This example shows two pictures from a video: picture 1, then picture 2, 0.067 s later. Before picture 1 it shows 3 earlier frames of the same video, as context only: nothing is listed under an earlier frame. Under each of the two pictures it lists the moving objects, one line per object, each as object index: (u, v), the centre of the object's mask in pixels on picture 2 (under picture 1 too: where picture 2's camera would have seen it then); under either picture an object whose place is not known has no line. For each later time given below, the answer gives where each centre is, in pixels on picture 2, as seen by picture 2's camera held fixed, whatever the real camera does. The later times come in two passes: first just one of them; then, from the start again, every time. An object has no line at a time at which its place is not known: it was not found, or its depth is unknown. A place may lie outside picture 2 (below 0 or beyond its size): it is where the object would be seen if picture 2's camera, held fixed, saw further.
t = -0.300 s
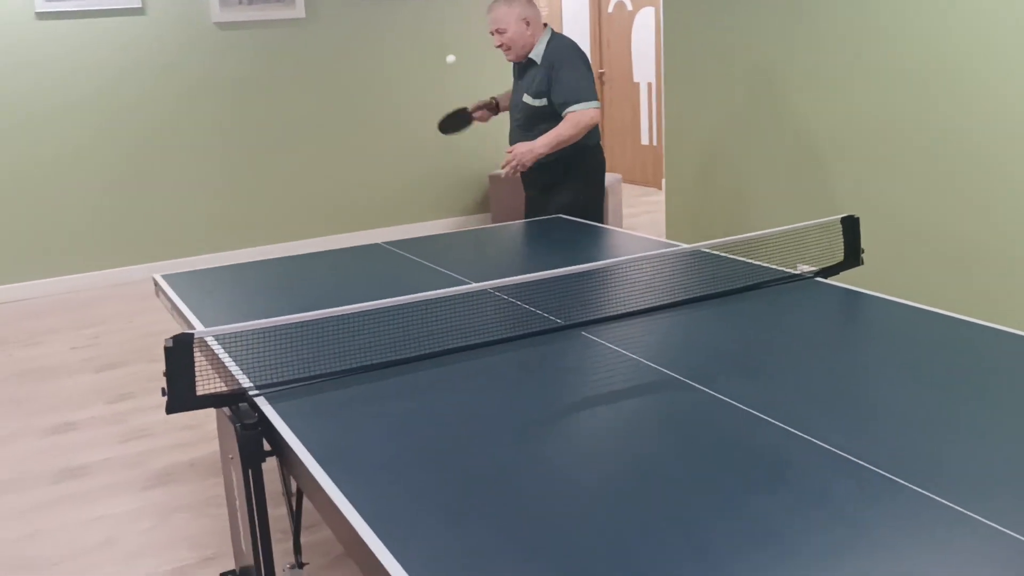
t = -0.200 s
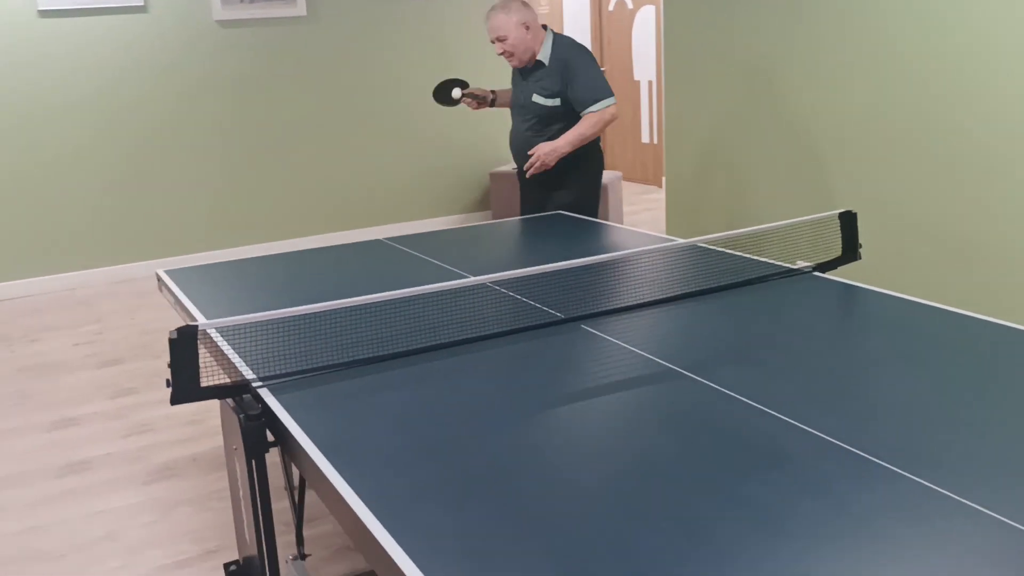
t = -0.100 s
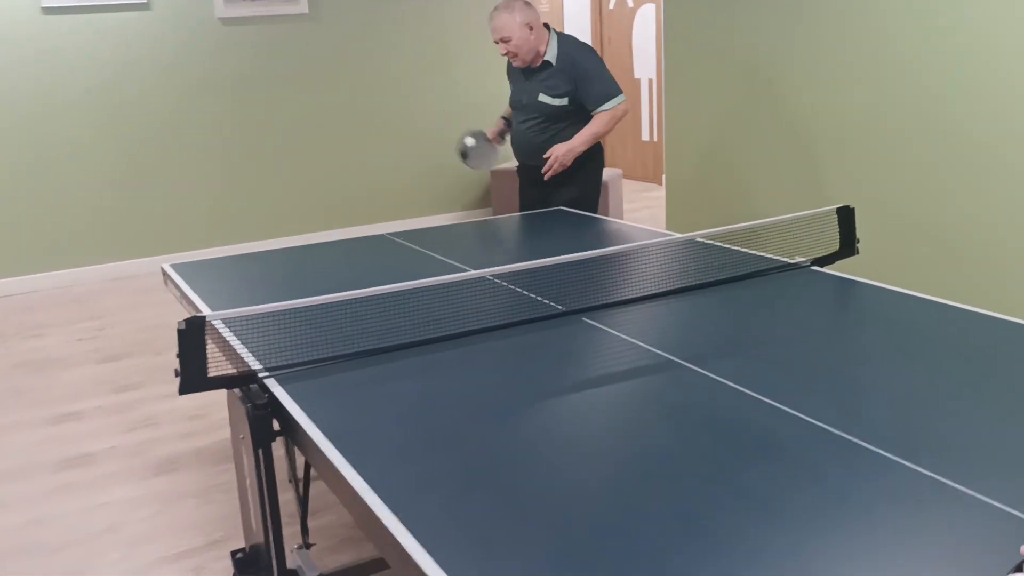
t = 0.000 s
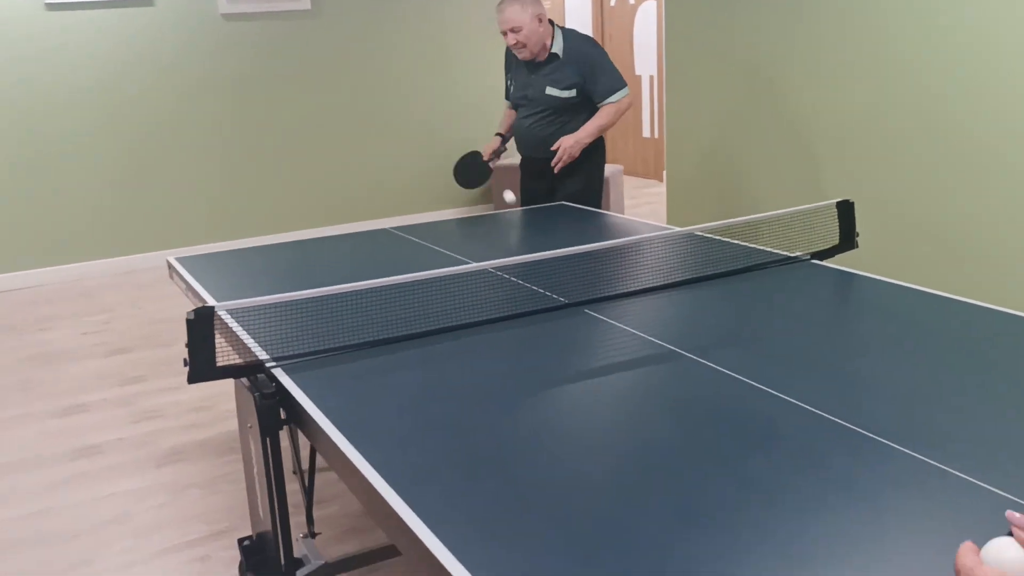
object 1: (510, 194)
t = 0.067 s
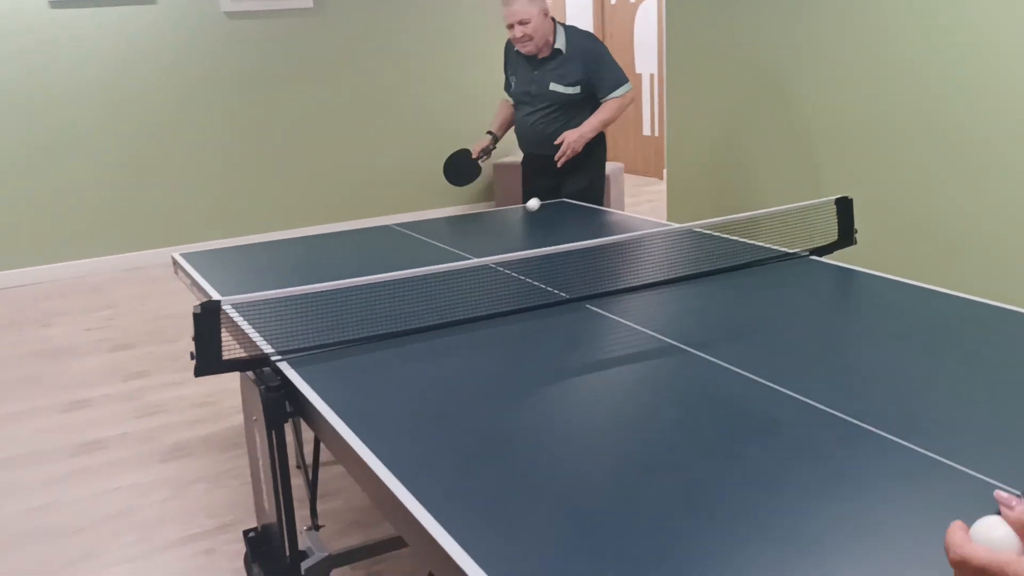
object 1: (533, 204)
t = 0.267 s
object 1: (600, 194)
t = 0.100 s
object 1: (543, 195)
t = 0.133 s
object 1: (554, 189)
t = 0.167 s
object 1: (565, 185)
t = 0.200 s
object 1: (576, 184)
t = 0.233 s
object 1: (588, 187)
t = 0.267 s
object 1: (600, 194)
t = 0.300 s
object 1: (613, 204)
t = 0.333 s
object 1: (627, 221)
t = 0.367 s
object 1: (641, 244)
